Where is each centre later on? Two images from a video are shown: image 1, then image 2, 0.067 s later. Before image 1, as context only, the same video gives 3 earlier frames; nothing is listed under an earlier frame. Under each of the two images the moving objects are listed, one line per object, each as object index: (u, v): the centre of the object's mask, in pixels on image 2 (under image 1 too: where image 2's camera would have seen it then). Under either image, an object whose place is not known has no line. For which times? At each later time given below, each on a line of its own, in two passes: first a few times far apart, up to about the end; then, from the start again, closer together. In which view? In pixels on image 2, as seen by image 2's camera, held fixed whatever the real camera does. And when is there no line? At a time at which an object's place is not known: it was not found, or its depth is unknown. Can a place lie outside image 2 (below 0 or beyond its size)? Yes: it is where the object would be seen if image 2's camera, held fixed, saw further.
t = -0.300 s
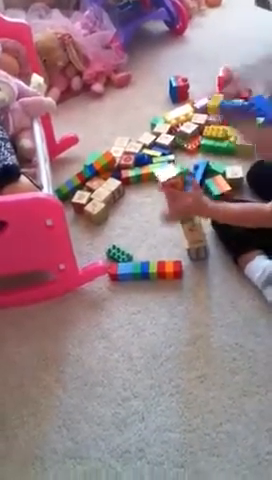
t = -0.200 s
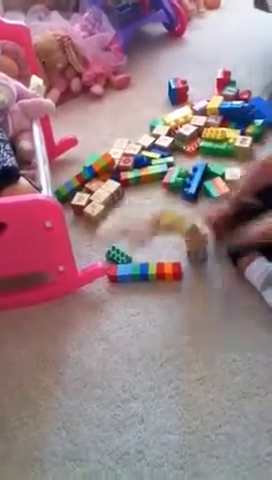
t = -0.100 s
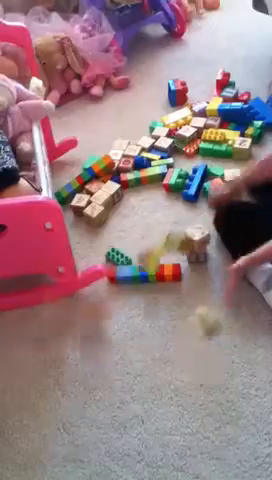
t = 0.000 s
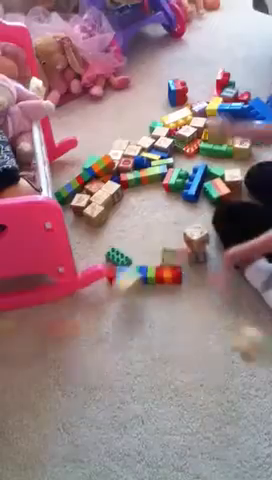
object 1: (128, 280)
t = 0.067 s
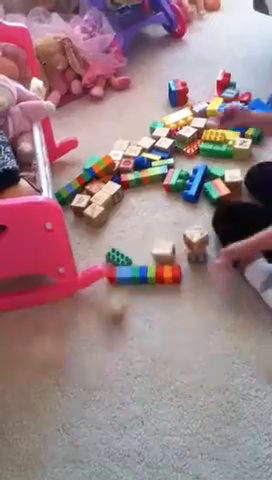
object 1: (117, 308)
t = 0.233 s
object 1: (78, 341)
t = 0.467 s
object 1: (57, 363)
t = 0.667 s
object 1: (55, 362)
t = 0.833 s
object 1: (56, 362)
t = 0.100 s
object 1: (107, 319)
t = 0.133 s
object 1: (100, 319)
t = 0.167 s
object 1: (93, 329)
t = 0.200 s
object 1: (84, 332)
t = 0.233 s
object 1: (78, 341)
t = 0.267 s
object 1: (72, 344)
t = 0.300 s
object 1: (69, 345)
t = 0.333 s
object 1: (67, 352)
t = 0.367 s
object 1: (63, 358)
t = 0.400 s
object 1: (60, 361)
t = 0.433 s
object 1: (58, 361)
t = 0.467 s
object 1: (57, 363)
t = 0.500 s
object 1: (56, 363)
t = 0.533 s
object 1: (55, 362)
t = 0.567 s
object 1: (55, 362)
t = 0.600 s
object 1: (55, 362)
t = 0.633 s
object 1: (54, 362)
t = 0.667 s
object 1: (55, 362)
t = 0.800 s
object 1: (56, 362)
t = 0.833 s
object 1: (56, 362)
